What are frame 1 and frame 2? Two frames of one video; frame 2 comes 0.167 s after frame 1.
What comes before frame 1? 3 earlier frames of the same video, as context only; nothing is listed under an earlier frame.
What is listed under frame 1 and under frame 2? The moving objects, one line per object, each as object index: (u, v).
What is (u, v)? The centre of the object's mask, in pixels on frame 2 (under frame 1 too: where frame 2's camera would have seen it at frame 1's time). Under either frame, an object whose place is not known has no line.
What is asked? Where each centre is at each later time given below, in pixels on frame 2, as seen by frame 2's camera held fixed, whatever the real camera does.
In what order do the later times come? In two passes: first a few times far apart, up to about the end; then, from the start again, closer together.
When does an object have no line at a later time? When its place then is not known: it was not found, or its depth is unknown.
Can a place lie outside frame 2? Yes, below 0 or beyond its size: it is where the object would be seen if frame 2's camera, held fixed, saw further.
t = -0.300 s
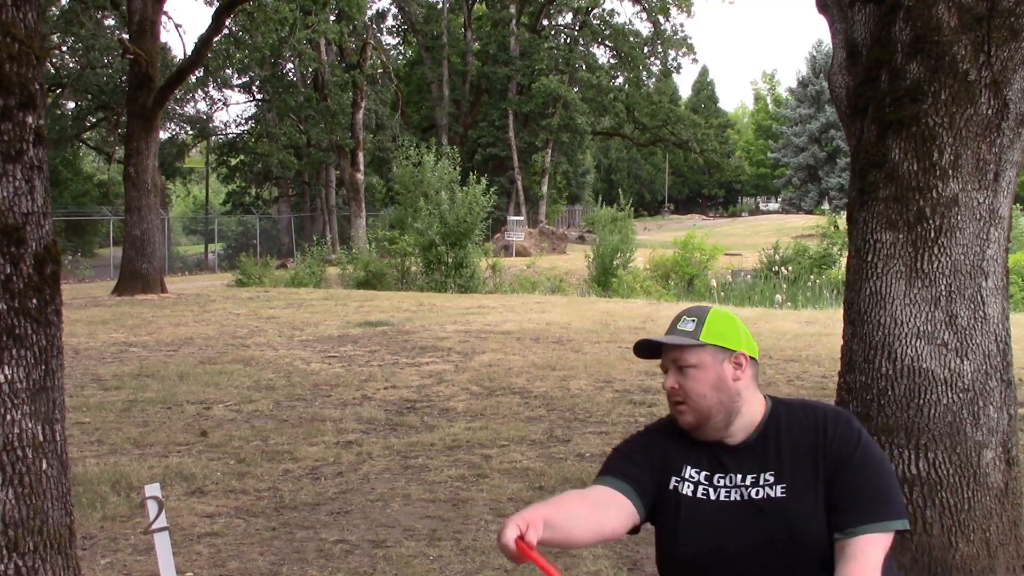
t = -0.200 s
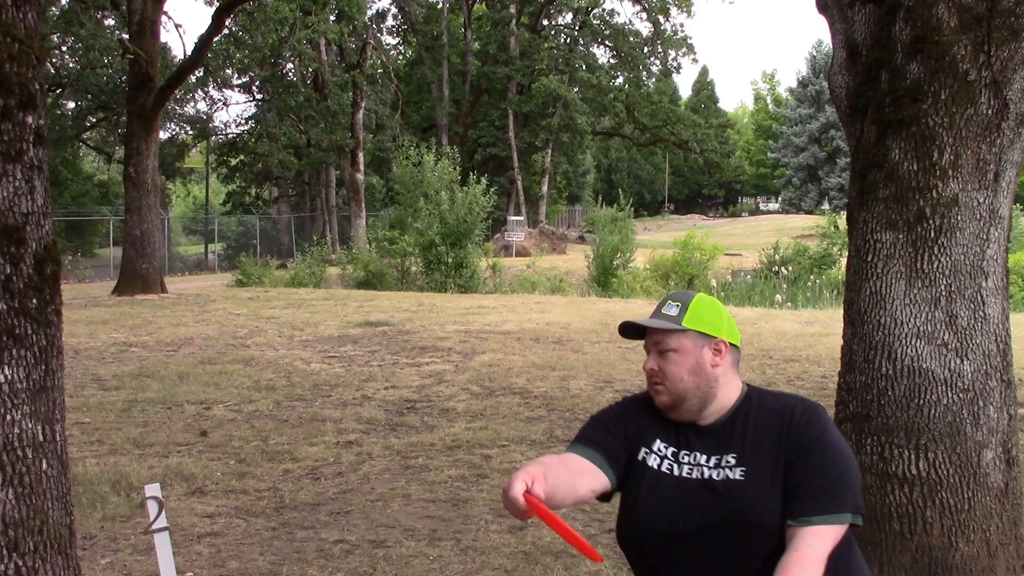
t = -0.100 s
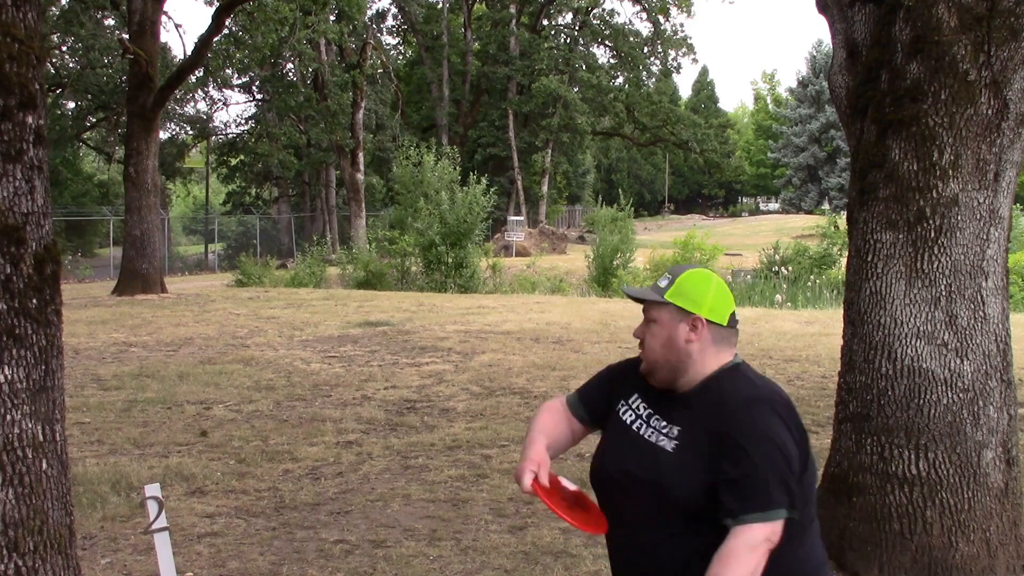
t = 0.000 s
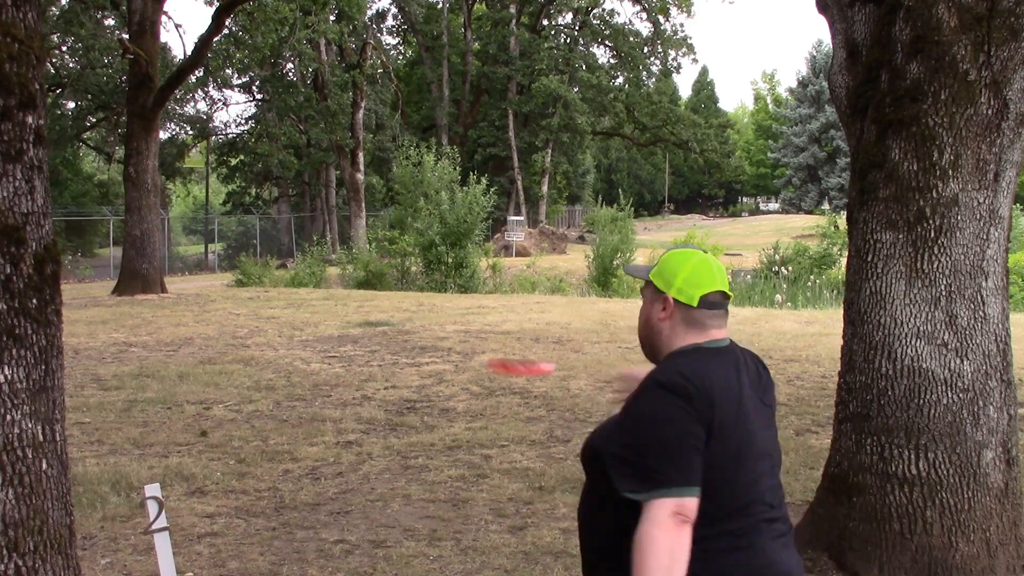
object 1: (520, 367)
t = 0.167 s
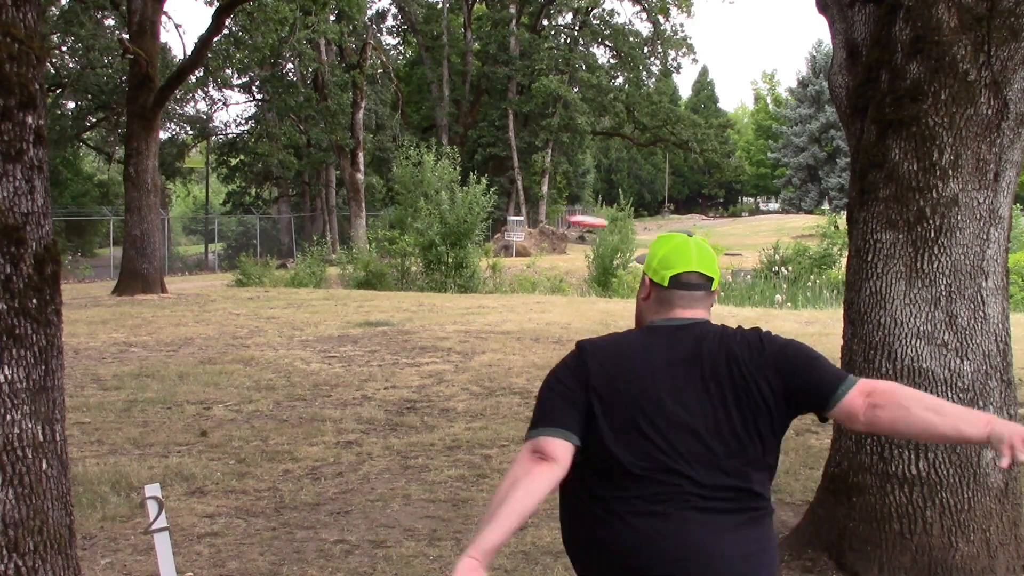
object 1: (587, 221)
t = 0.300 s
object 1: (612, 184)
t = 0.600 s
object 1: (643, 154)
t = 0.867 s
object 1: (658, 150)
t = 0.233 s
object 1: (603, 199)
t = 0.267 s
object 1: (608, 191)
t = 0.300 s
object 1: (612, 184)
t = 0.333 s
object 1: (617, 178)
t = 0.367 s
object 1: (621, 173)
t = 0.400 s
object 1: (625, 169)
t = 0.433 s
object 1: (629, 166)
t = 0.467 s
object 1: (632, 163)
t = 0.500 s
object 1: (635, 160)
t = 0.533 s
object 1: (638, 158)
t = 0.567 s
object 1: (641, 156)
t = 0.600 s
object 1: (643, 154)
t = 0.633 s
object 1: (645, 152)
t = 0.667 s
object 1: (648, 151)
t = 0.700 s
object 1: (650, 150)
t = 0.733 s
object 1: (652, 150)
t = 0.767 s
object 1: (654, 150)
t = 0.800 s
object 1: (655, 150)
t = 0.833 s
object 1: (657, 150)
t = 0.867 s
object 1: (658, 150)
